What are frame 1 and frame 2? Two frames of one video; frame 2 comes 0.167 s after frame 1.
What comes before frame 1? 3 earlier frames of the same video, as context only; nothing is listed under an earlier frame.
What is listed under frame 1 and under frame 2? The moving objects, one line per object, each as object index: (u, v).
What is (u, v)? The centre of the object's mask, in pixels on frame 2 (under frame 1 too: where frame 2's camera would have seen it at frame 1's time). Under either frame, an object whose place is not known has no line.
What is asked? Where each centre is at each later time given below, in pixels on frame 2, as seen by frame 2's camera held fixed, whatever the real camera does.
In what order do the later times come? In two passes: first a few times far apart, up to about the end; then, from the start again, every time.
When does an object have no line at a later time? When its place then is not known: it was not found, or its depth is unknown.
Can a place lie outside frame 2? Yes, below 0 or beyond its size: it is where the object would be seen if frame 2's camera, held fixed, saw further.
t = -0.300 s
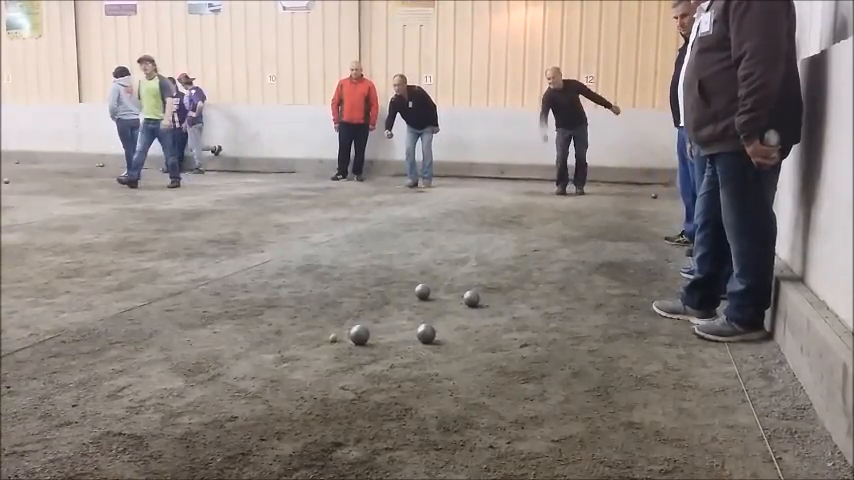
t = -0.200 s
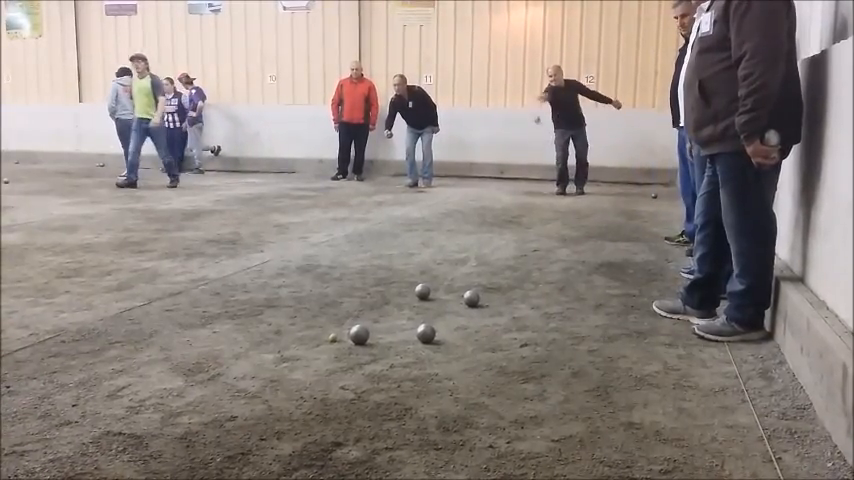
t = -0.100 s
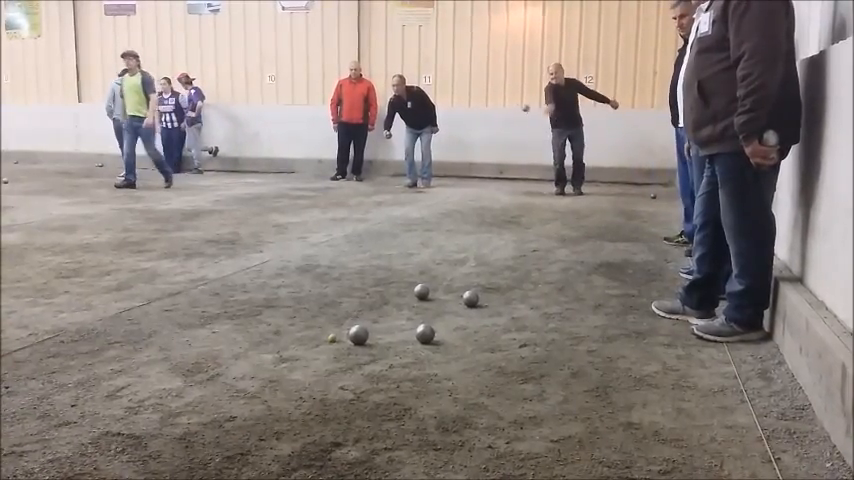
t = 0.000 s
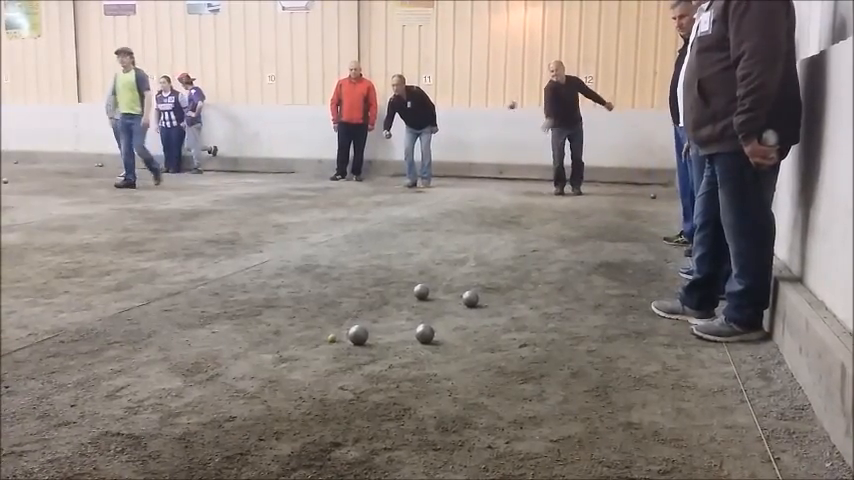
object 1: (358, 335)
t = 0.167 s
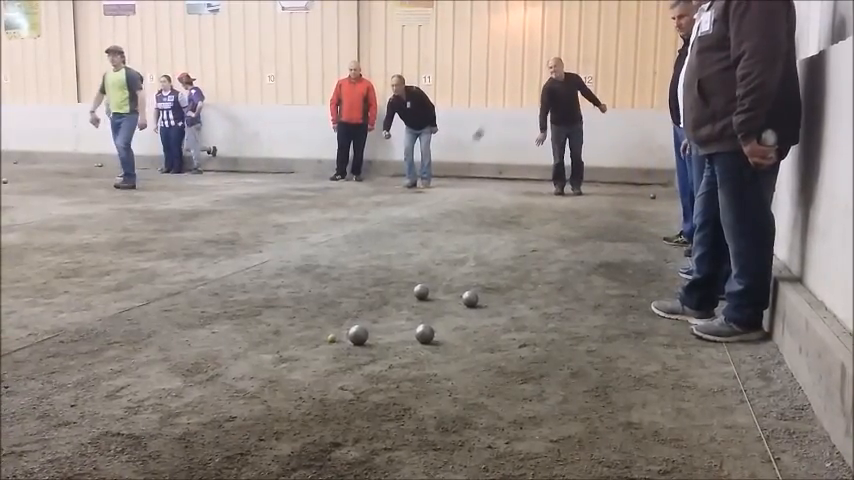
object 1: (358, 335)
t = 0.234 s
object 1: (357, 335)
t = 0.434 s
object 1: (375, 329)
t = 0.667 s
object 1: (452, 358)
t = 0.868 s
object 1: (513, 376)
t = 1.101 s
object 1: (583, 398)
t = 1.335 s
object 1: (652, 417)
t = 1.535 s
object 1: (707, 432)
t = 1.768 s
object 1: (763, 445)
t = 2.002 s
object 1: (790, 449)
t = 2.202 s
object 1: (785, 450)
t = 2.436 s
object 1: (781, 450)
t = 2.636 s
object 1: (781, 450)
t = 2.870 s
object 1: (781, 450)
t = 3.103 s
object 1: (781, 451)
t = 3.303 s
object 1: (781, 450)
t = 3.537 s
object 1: (781, 451)
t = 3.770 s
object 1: (781, 450)
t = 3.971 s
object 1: (781, 451)
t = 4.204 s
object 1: (781, 450)
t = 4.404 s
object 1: (781, 450)
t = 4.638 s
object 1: (781, 451)
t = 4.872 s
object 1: (781, 450)
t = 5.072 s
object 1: (781, 450)
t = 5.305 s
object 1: (780, 450)
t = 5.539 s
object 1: (780, 450)
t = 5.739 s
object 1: (780, 451)
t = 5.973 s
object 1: (781, 450)
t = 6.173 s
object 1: (781, 450)
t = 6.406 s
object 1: (781, 450)
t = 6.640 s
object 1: (781, 450)
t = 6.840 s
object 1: (780, 450)
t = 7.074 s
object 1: (781, 450)
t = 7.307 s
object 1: (781, 450)
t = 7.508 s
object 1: (781, 451)
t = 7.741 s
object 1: (781, 450)
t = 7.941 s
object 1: (780, 451)
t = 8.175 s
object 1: (781, 451)
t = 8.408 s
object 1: (781, 450)
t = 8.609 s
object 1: (781, 450)
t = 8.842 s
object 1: (781, 450)
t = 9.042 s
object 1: (781, 451)
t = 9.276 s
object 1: (781, 451)
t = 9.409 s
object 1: (781, 450)
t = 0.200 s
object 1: (358, 335)
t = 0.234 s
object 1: (357, 335)
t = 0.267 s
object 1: (358, 335)
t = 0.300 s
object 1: (358, 335)
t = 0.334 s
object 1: (358, 335)
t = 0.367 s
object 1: (357, 335)
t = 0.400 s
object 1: (358, 335)
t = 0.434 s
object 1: (375, 329)
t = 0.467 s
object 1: (387, 329)
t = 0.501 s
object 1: (398, 333)
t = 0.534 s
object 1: (410, 343)
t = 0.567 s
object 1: (423, 350)
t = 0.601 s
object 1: (433, 352)
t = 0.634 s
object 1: (442, 355)
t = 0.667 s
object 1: (452, 358)
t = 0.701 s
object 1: (464, 362)
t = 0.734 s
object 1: (472, 365)
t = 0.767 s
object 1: (481, 366)
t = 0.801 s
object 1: (492, 371)
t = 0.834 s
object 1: (502, 373)
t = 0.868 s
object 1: (513, 376)
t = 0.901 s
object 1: (522, 380)
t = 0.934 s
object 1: (532, 383)
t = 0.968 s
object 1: (542, 385)
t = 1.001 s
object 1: (553, 389)
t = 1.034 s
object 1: (562, 391)
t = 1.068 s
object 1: (573, 395)
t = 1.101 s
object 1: (583, 398)
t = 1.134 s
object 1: (593, 401)
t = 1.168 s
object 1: (603, 403)
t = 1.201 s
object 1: (614, 407)
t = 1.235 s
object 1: (624, 409)
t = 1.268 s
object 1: (634, 411)
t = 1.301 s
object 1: (643, 414)
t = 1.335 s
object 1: (652, 417)
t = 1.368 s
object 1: (662, 419)
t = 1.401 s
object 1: (670, 422)
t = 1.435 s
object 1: (680, 424)
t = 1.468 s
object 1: (689, 428)
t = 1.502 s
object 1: (698, 430)
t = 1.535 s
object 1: (707, 432)
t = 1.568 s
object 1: (716, 435)
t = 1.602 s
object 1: (724, 436)
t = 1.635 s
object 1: (733, 439)
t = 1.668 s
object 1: (741, 441)
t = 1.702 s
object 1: (748, 442)
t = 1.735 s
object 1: (756, 444)
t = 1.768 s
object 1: (763, 445)
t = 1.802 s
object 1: (768, 446)
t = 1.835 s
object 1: (774, 446)
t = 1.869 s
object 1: (778, 446)
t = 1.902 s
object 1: (782, 447)
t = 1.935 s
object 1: (785, 448)
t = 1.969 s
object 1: (788, 449)
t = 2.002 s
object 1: (790, 449)
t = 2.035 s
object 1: (791, 449)
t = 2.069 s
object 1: (790, 449)
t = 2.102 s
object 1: (790, 449)
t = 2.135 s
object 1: (788, 450)
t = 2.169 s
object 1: (787, 450)
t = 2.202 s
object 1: (785, 450)
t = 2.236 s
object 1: (783, 450)
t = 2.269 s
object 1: (783, 450)
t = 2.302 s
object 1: (782, 451)
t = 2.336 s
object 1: (782, 450)
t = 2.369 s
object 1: (782, 450)
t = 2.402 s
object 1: (781, 450)
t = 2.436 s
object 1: (781, 450)
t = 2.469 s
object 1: (781, 450)
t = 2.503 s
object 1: (781, 450)
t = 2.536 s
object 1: (781, 451)
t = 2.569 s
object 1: (781, 450)
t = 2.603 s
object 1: (781, 451)
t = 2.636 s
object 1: (781, 450)
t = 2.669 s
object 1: (781, 450)
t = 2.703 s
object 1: (781, 451)
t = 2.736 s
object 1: (781, 450)
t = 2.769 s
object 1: (781, 450)
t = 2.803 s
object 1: (781, 451)
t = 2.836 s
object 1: (781, 450)
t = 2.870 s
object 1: (781, 450)
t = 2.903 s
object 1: (781, 451)
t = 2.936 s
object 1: (781, 451)
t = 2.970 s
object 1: (781, 451)
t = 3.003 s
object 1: (781, 450)
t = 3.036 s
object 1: (781, 451)
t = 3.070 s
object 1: (781, 451)
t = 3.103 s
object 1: (781, 451)
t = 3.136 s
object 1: (781, 451)
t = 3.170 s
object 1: (781, 451)
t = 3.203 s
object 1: (781, 451)
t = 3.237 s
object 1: (781, 451)
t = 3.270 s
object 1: (781, 451)
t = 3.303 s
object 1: (781, 450)
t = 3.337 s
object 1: (781, 450)
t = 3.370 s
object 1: (781, 450)
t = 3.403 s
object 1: (781, 451)
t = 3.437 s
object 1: (781, 451)
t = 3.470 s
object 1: (781, 450)
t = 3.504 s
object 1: (781, 450)
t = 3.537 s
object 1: (781, 451)
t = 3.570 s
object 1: (781, 451)
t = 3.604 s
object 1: (781, 451)
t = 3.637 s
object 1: (781, 451)
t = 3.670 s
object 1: (781, 451)
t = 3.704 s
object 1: (781, 451)
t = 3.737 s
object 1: (781, 451)
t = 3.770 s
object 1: (781, 450)
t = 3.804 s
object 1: (781, 451)
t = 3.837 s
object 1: (781, 451)
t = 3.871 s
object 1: (781, 451)
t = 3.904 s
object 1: (781, 451)
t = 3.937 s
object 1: (781, 450)
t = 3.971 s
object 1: (781, 451)
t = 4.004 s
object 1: (781, 451)
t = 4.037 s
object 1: (781, 451)
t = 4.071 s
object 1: (781, 451)
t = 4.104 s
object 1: (781, 451)
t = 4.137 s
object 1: (781, 450)
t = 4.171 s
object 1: (781, 451)
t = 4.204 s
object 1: (781, 450)
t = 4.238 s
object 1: (781, 450)
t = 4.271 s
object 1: (781, 450)
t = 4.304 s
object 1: (781, 450)
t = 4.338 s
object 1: (781, 450)
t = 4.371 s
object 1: (781, 450)
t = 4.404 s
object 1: (781, 450)
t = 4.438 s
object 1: (781, 450)
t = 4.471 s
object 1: (781, 450)
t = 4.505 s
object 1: (781, 450)
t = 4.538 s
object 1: (781, 450)
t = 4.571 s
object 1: (781, 451)
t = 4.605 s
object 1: (781, 451)
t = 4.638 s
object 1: (781, 451)
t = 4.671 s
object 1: (781, 451)
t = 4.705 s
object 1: (781, 450)
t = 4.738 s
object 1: (780, 450)
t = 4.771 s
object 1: (781, 450)
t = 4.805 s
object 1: (781, 450)
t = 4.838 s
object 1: (781, 450)
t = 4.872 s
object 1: (781, 450)
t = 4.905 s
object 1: (781, 450)
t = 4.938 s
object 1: (781, 450)
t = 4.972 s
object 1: (781, 450)
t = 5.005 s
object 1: (781, 450)
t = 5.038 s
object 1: (781, 451)
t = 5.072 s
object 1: (781, 450)
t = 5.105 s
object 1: (781, 450)
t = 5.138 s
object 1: (781, 450)
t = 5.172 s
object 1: (780, 450)
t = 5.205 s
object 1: (780, 450)
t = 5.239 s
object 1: (781, 450)
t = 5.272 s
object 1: (780, 450)
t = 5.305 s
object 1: (780, 450)
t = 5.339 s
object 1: (781, 450)
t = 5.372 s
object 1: (780, 450)
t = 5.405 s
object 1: (781, 450)
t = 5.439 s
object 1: (780, 450)
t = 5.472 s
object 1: (780, 450)
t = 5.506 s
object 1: (780, 450)
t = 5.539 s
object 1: (780, 450)
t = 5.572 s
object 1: (780, 450)
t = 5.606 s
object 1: (780, 450)
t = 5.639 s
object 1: (780, 450)
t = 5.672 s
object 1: (780, 450)
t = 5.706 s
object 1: (780, 450)
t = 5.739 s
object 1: (780, 451)
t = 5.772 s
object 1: (781, 450)
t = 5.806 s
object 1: (781, 451)
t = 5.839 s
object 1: (781, 450)
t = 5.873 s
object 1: (781, 450)
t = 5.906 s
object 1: (781, 450)
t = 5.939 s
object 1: (781, 450)
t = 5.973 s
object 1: (781, 450)
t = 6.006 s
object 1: (781, 450)
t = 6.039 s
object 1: (781, 450)
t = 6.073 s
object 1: (781, 450)
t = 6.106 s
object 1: (781, 450)
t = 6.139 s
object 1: (781, 450)
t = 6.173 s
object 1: (781, 450)
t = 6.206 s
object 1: (781, 450)
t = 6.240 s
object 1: (781, 450)
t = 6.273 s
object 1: (781, 450)
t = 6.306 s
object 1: (781, 450)
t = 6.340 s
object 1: (781, 450)
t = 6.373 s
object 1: (781, 450)
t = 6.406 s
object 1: (781, 450)
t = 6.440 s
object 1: (781, 450)
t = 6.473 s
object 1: (780, 450)
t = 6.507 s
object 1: (781, 450)
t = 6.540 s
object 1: (781, 450)
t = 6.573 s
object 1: (781, 450)
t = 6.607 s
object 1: (781, 450)
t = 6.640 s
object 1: (781, 450)
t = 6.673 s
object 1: (781, 450)
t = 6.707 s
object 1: (781, 450)
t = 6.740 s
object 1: (781, 450)
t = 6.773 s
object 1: (781, 450)
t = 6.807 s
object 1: (781, 450)
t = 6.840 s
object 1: (780, 450)
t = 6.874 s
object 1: (781, 451)
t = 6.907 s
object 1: (781, 451)
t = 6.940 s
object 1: (781, 450)
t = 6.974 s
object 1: (781, 450)
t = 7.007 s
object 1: (781, 450)
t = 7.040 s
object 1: (781, 450)
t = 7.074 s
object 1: (781, 450)
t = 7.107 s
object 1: (781, 450)
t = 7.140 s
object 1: (781, 451)
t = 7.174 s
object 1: (781, 450)
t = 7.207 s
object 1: (781, 451)
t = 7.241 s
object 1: (781, 451)
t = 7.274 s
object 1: (781, 450)
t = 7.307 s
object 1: (781, 450)
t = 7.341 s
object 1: (781, 450)
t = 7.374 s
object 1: (780, 451)
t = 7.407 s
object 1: (781, 451)
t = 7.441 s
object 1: (781, 451)
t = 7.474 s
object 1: (781, 451)
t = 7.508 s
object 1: (781, 451)
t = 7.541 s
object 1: (781, 451)
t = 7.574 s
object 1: (781, 451)
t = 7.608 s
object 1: (781, 451)
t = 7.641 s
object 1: (780, 450)
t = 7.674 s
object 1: (781, 450)
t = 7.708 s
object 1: (781, 451)
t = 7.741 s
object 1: (781, 450)
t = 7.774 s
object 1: (781, 451)
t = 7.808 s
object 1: (781, 451)
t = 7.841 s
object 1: (781, 450)
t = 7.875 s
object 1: (781, 451)
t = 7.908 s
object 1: (780, 451)
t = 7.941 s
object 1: (780, 451)
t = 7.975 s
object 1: (781, 451)
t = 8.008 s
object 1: (781, 451)
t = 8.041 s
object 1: (781, 451)
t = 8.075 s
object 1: (781, 451)
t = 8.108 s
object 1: (780, 451)
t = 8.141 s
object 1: (781, 451)
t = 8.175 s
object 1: (781, 451)
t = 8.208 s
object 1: (781, 451)
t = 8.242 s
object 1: (781, 451)
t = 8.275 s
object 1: (781, 451)
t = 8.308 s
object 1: (781, 451)
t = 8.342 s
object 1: (780, 450)
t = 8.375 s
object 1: (781, 450)
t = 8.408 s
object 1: (781, 450)
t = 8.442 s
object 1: (781, 450)
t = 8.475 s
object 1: (781, 450)
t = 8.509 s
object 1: (781, 450)
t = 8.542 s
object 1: (781, 450)
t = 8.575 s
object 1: (781, 450)
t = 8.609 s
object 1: (781, 450)
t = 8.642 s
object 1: (781, 450)
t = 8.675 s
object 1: (781, 451)
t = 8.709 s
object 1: (780, 451)
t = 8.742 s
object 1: (781, 451)
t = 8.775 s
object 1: (781, 450)
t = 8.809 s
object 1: (781, 450)
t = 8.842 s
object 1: (781, 450)
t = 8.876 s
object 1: (781, 450)
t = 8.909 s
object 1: (781, 451)
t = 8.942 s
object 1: (781, 451)
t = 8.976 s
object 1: (781, 451)
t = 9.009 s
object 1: (781, 451)
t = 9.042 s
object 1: (781, 451)
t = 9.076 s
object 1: (781, 451)
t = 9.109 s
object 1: (781, 451)
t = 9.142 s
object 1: (781, 450)
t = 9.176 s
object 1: (781, 450)
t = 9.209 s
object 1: (781, 451)
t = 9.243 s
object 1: (781, 451)
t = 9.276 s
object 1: (781, 451)
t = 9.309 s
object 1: (781, 450)
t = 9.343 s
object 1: (781, 451)
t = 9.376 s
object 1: (781, 451)
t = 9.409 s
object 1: (781, 450)
